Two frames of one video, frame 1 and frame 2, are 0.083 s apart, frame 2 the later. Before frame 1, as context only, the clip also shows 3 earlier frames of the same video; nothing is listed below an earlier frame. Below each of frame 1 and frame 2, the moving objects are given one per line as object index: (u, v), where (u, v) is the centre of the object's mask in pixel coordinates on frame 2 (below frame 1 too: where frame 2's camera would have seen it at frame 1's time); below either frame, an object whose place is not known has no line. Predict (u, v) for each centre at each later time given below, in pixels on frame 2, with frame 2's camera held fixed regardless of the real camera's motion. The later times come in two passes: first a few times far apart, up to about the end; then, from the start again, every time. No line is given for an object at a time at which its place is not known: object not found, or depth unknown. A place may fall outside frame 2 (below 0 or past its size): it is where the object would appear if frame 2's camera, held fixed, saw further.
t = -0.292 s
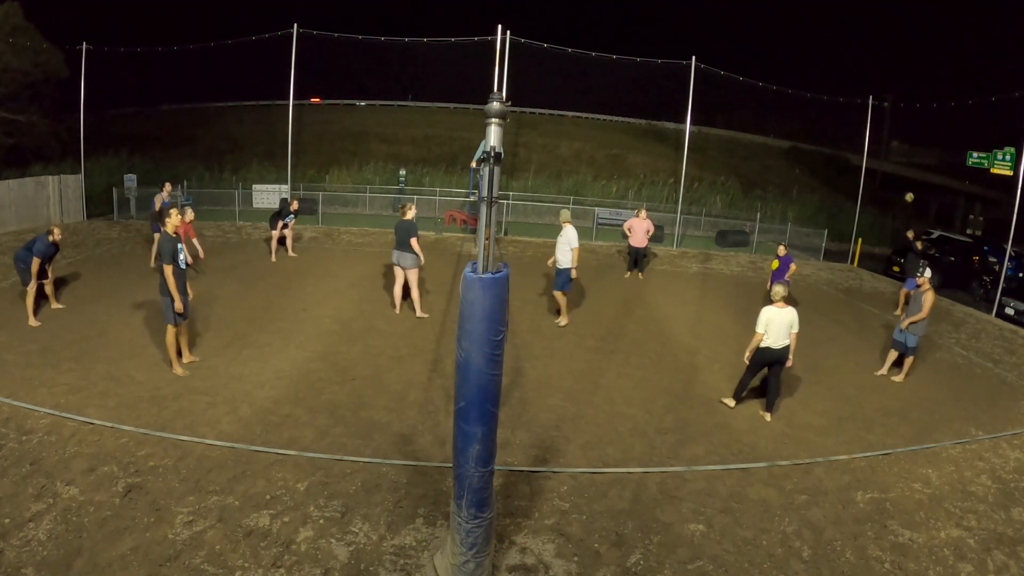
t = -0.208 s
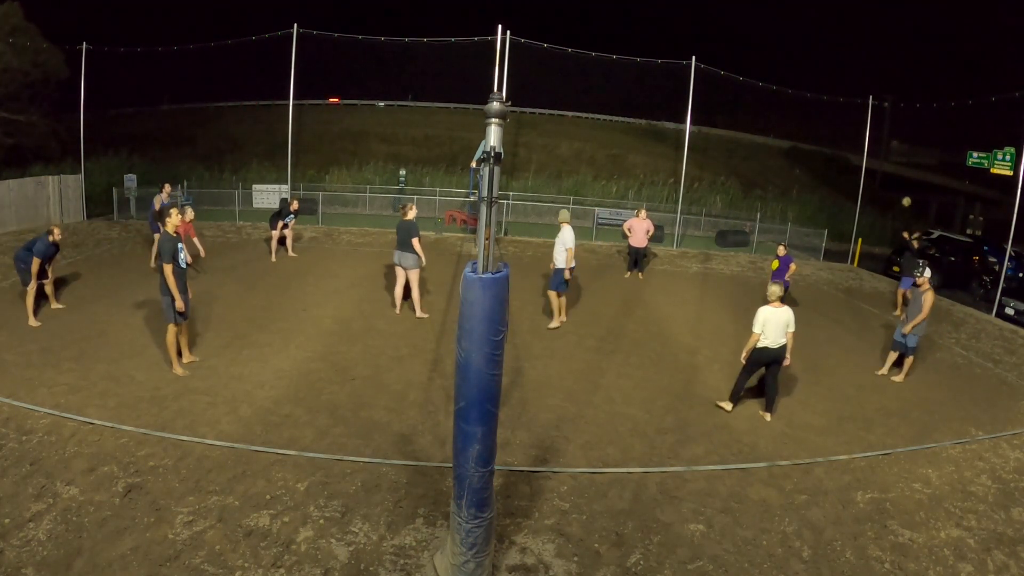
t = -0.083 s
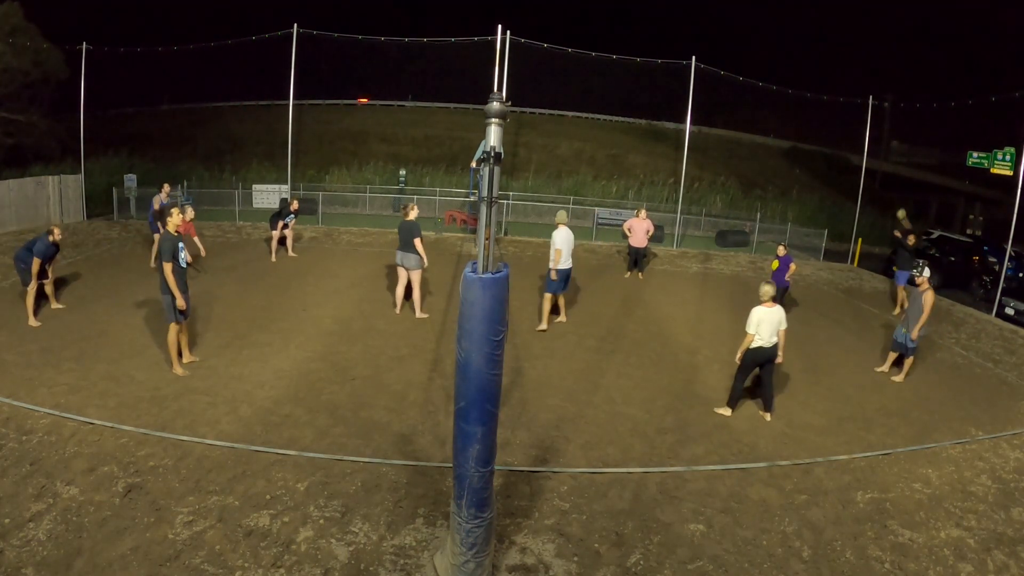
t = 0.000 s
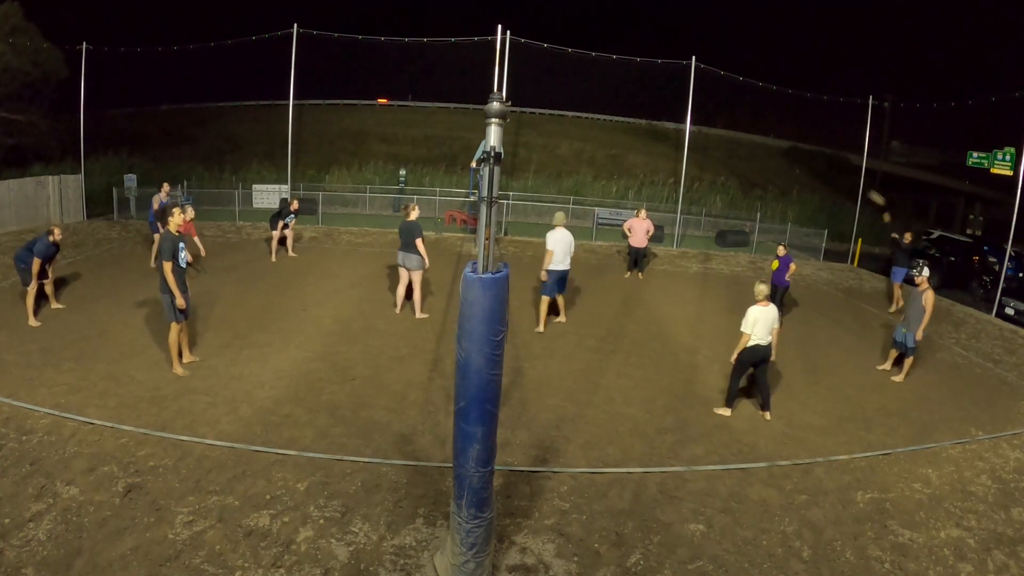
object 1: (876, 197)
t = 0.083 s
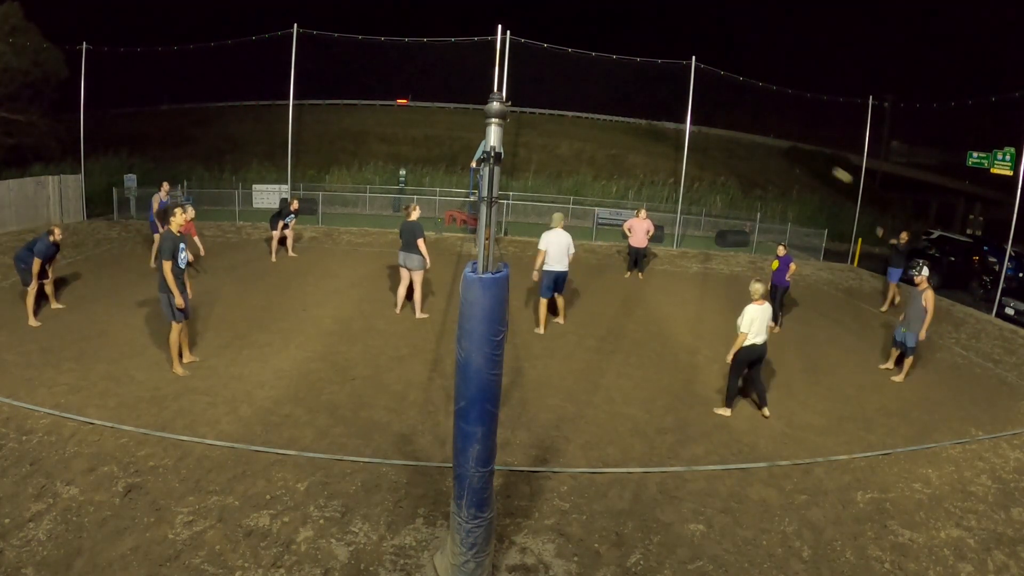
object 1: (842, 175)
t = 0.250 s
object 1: (760, 131)
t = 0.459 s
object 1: (623, 91)
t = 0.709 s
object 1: (414, 89)
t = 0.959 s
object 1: (201, 142)
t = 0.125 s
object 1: (824, 163)
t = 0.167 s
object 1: (804, 152)
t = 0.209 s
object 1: (783, 142)
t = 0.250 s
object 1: (760, 131)
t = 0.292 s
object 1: (736, 121)
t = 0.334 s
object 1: (711, 112)
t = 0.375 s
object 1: (683, 103)
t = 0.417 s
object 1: (654, 96)
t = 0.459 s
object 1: (623, 91)
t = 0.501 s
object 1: (591, 86)
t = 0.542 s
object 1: (558, 84)
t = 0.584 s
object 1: (525, 82)
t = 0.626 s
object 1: (485, 82)
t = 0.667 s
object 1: (452, 85)
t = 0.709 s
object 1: (414, 89)
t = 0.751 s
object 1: (378, 94)
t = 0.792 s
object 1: (341, 101)
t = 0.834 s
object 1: (306, 109)
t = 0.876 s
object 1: (269, 119)
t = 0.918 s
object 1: (234, 130)
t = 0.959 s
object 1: (201, 142)
